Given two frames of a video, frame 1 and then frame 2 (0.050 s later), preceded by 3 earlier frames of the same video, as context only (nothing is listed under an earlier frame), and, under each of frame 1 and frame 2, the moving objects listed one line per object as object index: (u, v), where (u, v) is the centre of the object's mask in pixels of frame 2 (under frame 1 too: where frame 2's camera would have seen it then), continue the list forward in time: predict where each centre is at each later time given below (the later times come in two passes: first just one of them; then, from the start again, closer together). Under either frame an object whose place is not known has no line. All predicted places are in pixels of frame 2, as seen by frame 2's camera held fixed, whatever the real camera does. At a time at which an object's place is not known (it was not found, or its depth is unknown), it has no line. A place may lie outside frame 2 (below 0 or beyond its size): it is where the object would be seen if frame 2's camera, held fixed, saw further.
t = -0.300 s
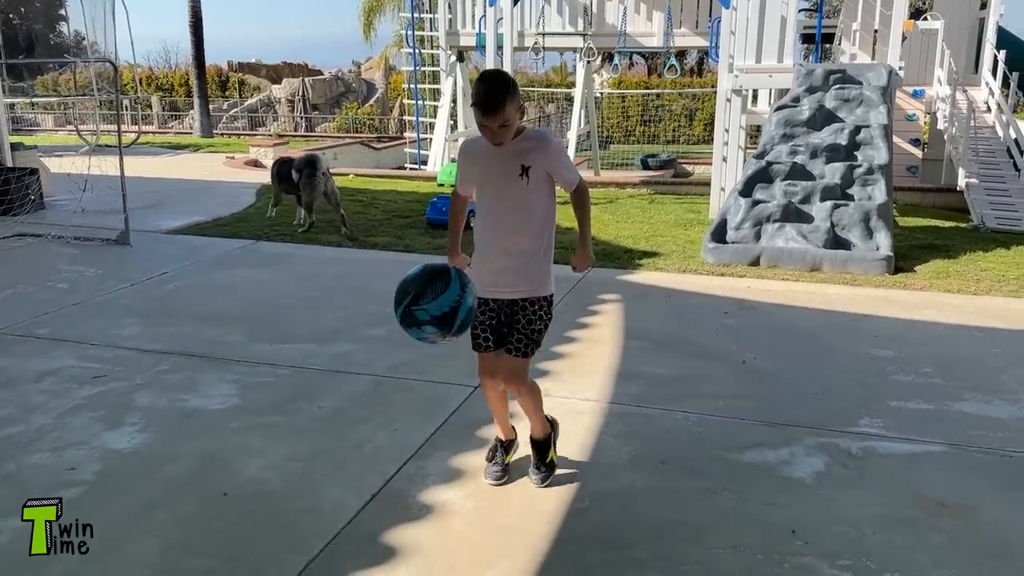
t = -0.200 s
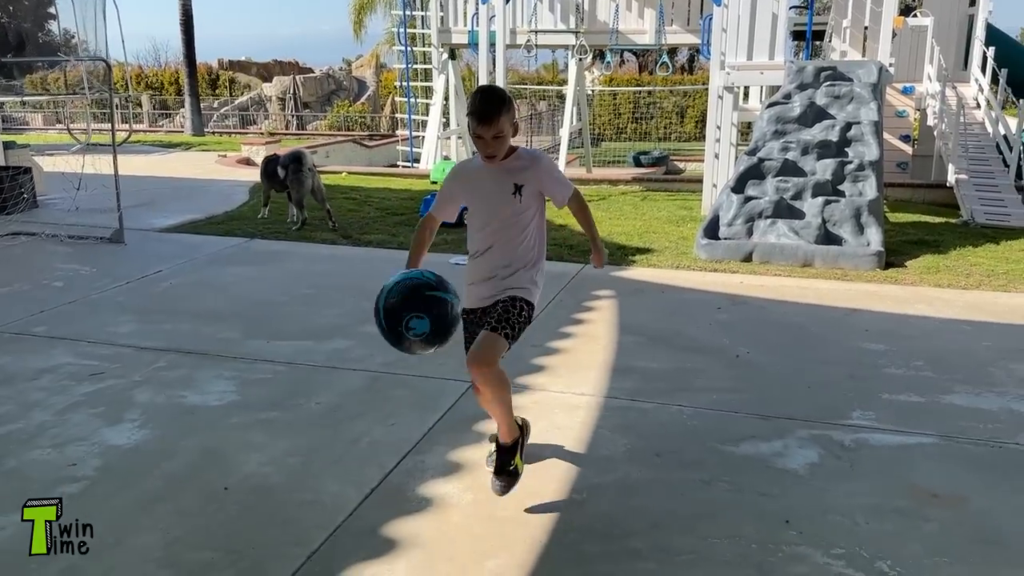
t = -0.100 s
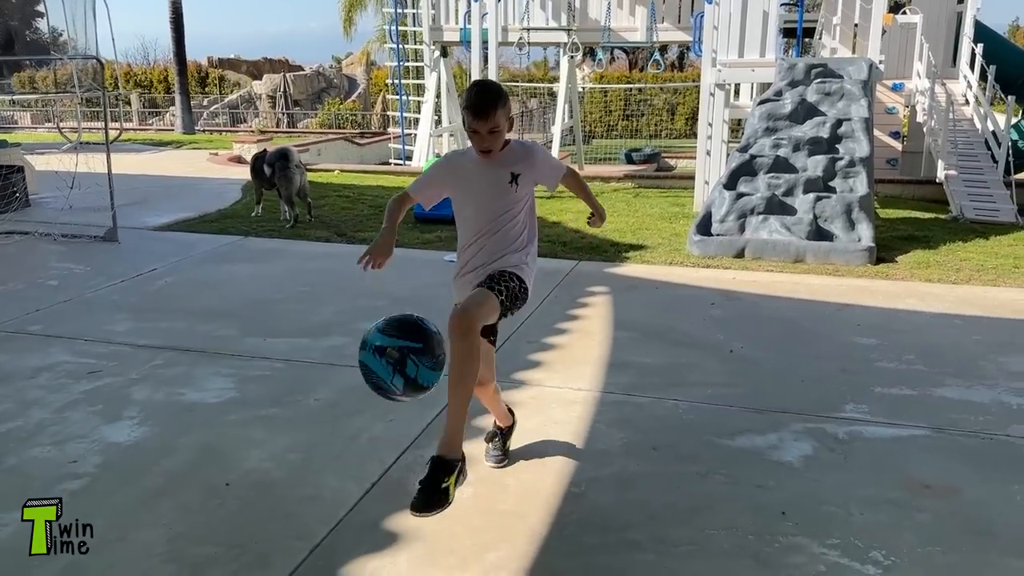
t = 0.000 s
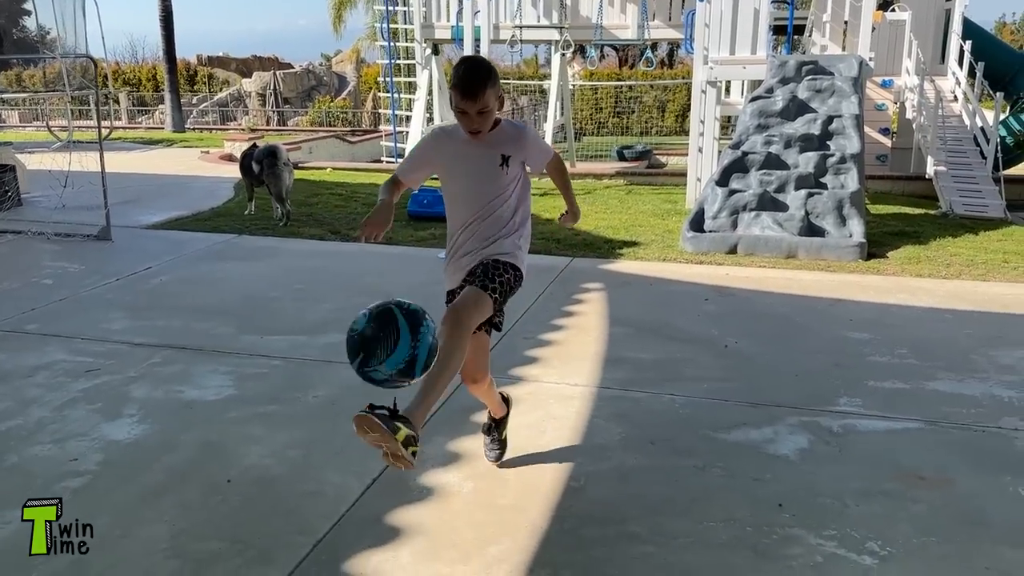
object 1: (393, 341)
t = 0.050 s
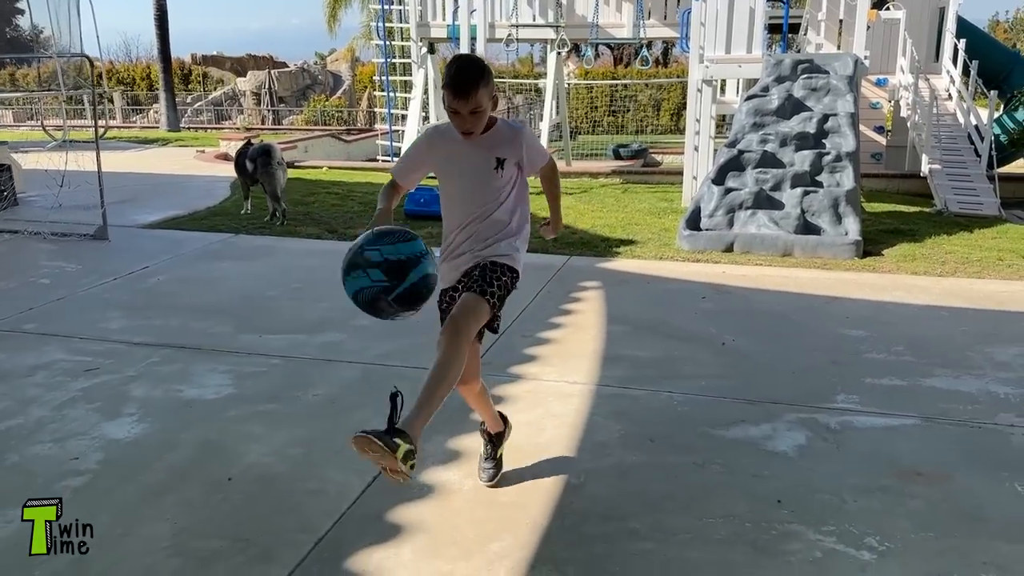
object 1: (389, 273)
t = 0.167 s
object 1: (389, 130)
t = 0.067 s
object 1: (388, 251)
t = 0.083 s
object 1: (387, 229)
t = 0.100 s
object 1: (386, 208)
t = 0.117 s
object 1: (385, 187)
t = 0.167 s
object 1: (389, 130)
